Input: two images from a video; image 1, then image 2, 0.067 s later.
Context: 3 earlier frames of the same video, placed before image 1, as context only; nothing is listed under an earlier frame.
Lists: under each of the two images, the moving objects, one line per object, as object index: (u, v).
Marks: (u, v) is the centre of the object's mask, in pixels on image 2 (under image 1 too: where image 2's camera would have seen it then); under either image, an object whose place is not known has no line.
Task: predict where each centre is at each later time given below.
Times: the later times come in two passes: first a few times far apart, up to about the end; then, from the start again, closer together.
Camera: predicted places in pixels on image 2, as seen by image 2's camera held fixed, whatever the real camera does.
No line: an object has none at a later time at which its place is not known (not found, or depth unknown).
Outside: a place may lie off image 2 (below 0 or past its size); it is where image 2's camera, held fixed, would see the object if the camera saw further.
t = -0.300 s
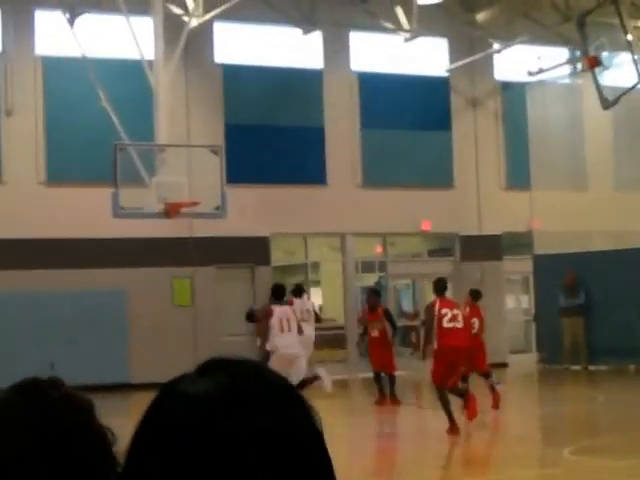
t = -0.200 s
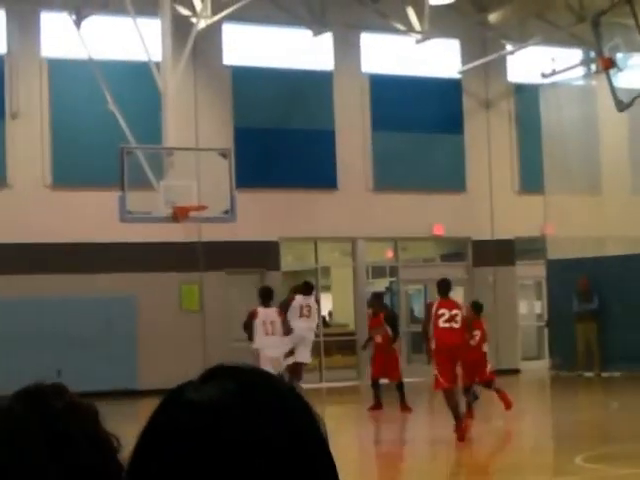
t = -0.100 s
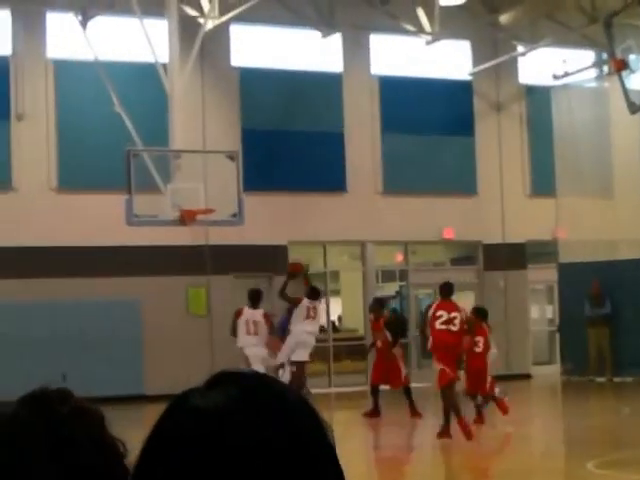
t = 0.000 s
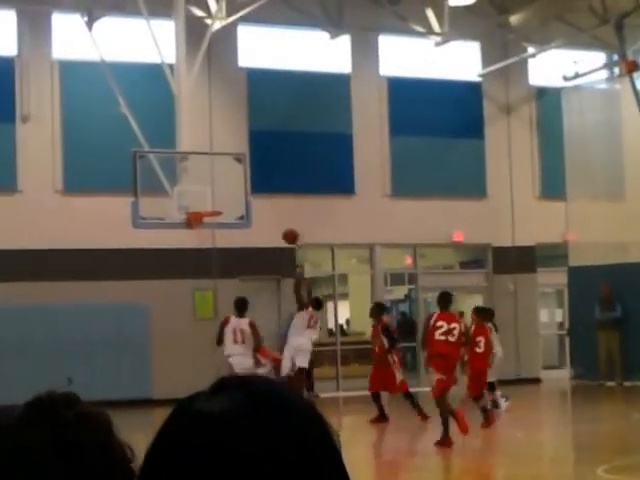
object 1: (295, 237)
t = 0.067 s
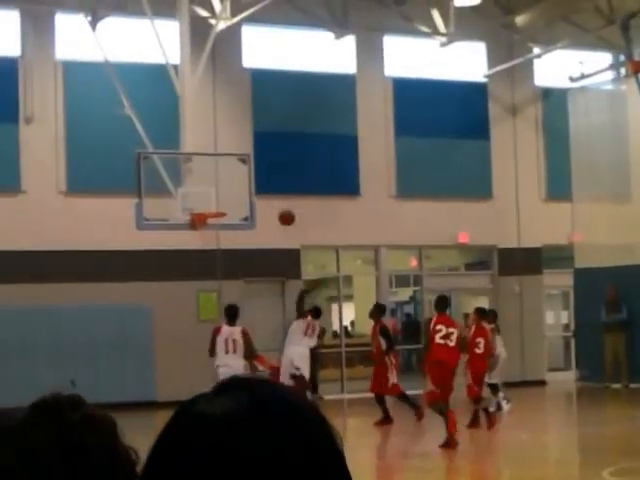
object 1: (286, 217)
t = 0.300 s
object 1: (260, 173)
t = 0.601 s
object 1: (224, 168)
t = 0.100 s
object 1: (282, 210)
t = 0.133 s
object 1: (278, 202)
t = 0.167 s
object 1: (274, 194)
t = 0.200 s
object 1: (271, 187)
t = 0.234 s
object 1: (267, 181)
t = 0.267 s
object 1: (264, 176)
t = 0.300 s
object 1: (260, 173)
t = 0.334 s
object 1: (255, 169)
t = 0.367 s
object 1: (251, 166)
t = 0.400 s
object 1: (247, 165)
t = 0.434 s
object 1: (243, 163)
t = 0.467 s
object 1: (240, 163)
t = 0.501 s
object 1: (236, 163)
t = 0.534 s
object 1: (231, 164)
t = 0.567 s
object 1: (228, 166)
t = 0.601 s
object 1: (224, 168)
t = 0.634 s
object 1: (220, 172)
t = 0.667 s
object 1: (217, 176)
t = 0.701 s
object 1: (213, 180)
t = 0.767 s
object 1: (206, 193)
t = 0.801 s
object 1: (202, 200)
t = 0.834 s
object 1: (198, 207)
